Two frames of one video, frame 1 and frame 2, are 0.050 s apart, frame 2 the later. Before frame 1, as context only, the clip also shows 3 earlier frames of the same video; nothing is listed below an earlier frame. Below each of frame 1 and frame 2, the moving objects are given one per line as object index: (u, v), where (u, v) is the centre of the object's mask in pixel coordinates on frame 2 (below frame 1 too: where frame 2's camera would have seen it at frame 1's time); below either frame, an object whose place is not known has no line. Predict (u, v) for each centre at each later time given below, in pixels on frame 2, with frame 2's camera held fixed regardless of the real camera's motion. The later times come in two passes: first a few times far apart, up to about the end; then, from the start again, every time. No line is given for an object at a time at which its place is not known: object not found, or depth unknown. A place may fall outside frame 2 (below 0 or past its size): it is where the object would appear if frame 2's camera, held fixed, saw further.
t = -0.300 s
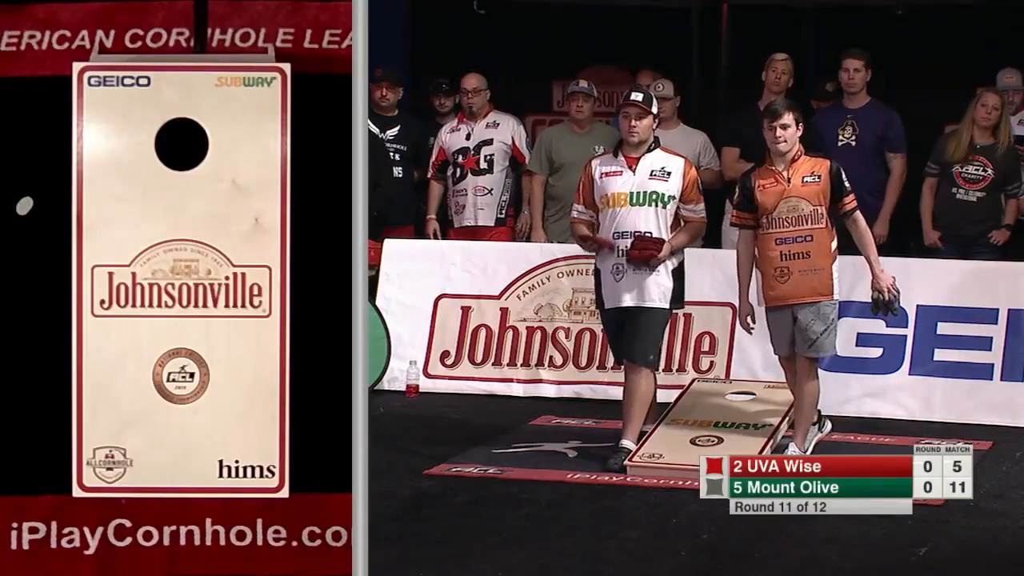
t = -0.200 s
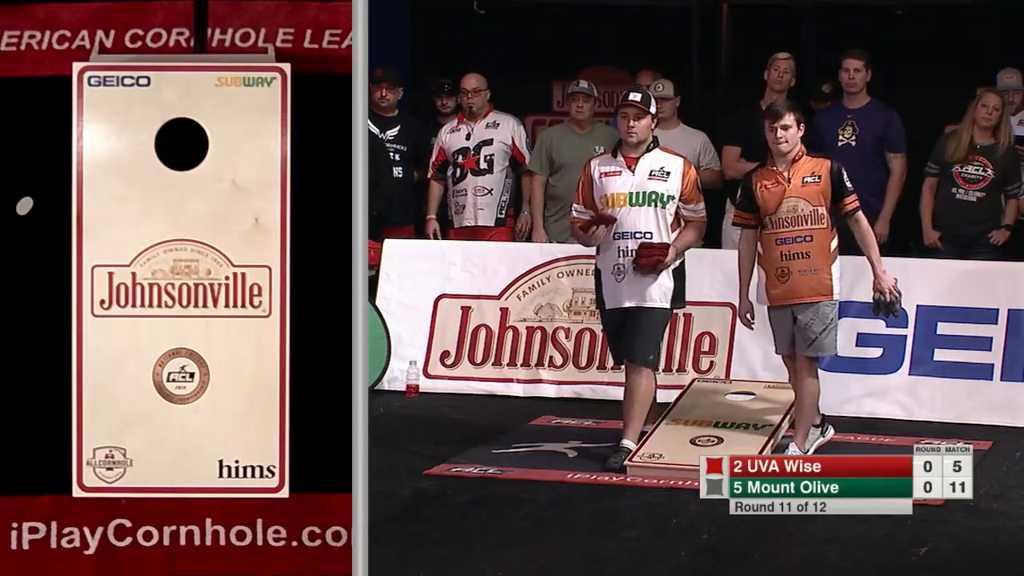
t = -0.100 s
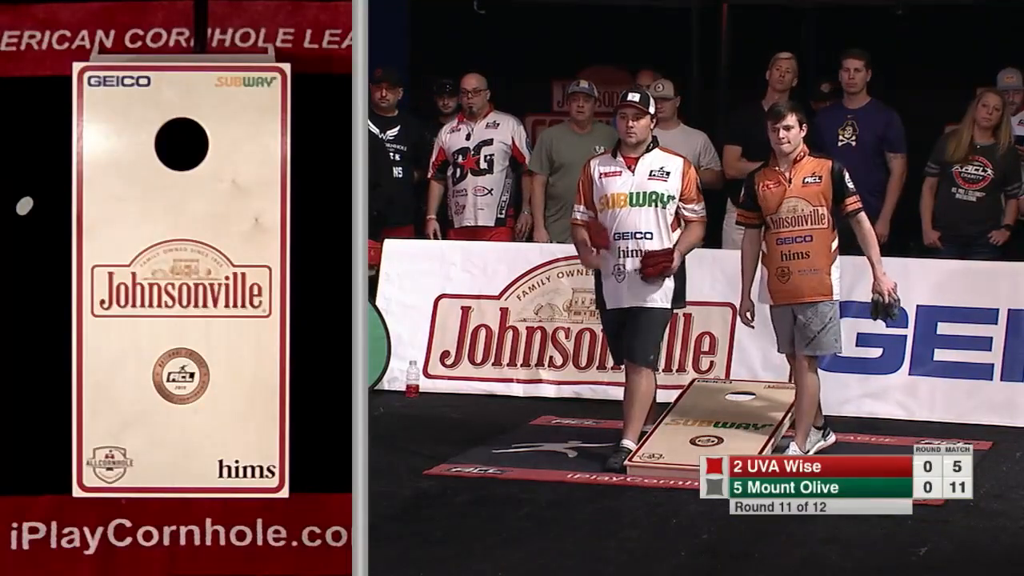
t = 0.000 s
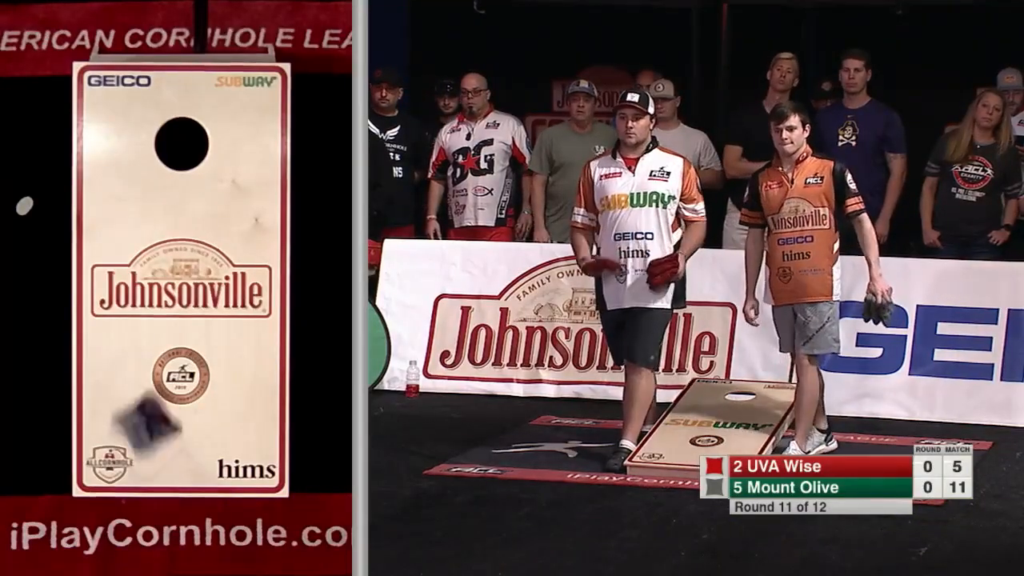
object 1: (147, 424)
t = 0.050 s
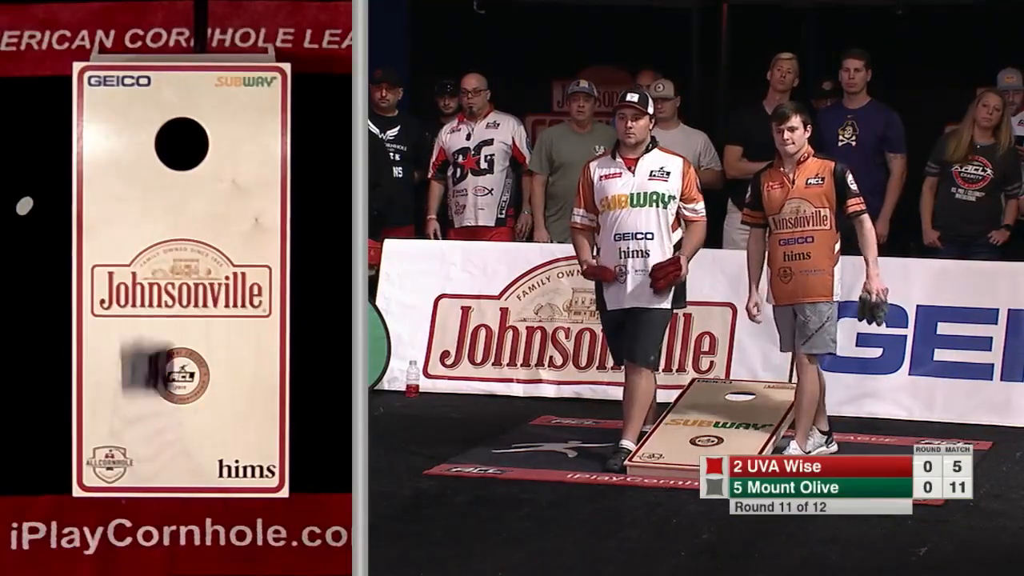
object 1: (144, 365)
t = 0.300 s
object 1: (146, 170)
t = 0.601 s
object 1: (157, 115)
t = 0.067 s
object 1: (146, 347)
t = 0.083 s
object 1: (146, 334)
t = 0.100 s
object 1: (147, 315)
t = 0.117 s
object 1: (147, 299)
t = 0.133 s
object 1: (147, 285)
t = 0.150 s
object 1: (146, 270)
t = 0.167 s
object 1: (147, 255)
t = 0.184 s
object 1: (148, 243)
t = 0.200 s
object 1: (148, 229)
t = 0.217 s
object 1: (148, 217)
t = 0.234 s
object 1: (148, 206)
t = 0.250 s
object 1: (149, 196)
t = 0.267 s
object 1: (148, 186)
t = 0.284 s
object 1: (147, 178)
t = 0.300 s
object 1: (146, 170)
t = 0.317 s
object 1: (146, 162)
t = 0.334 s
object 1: (146, 154)
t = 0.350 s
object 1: (146, 147)
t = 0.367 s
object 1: (146, 141)
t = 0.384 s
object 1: (147, 134)
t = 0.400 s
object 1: (148, 130)
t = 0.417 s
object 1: (149, 126)
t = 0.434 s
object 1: (150, 122)
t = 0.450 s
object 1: (151, 120)
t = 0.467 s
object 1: (153, 118)
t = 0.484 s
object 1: (154, 117)
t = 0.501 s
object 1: (155, 116)
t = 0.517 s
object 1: (155, 115)
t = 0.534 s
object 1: (156, 115)
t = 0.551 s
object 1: (156, 115)
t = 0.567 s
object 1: (157, 115)
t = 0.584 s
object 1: (157, 115)
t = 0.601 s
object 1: (157, 115)
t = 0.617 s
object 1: (157, 115)
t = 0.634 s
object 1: (157, 115)
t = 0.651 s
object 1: (157, 115)
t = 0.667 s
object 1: (157, 115)
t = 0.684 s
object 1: (157, 115)
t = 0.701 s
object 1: (157, 116)
